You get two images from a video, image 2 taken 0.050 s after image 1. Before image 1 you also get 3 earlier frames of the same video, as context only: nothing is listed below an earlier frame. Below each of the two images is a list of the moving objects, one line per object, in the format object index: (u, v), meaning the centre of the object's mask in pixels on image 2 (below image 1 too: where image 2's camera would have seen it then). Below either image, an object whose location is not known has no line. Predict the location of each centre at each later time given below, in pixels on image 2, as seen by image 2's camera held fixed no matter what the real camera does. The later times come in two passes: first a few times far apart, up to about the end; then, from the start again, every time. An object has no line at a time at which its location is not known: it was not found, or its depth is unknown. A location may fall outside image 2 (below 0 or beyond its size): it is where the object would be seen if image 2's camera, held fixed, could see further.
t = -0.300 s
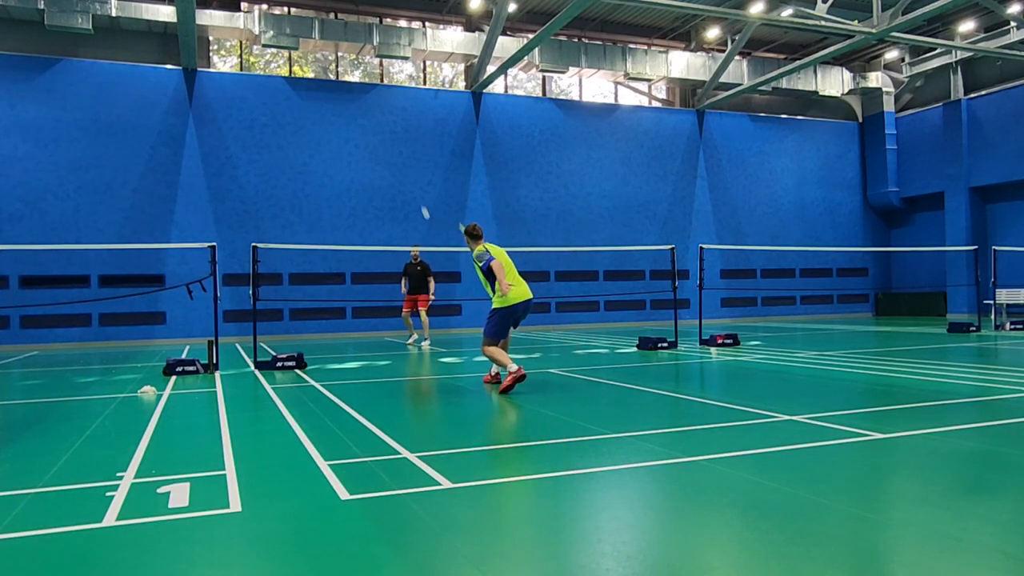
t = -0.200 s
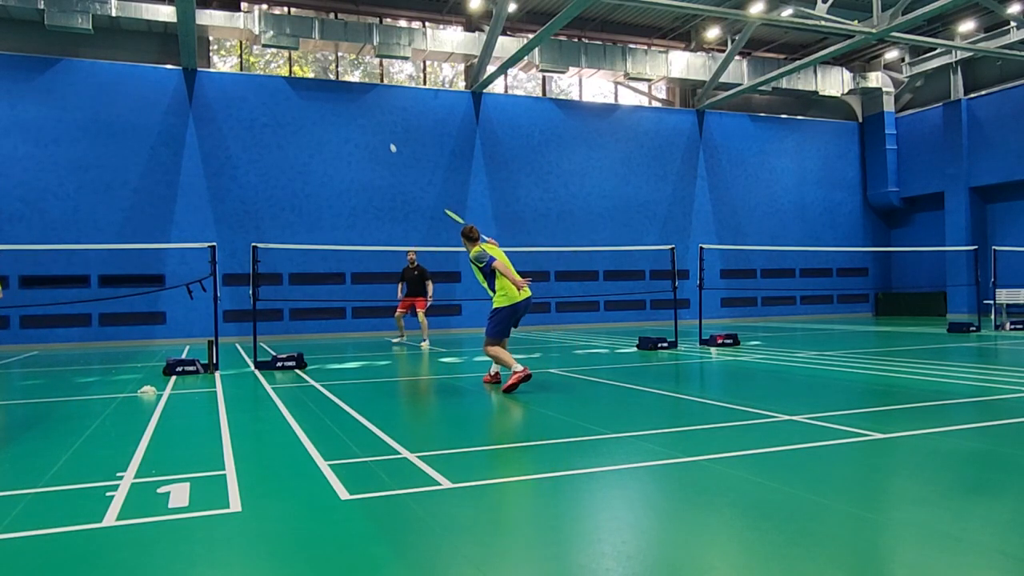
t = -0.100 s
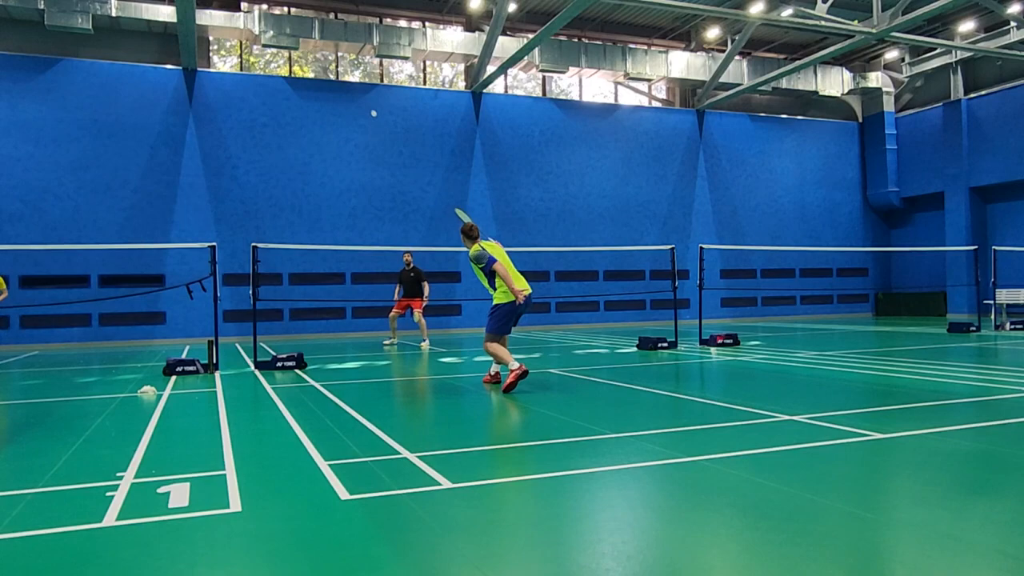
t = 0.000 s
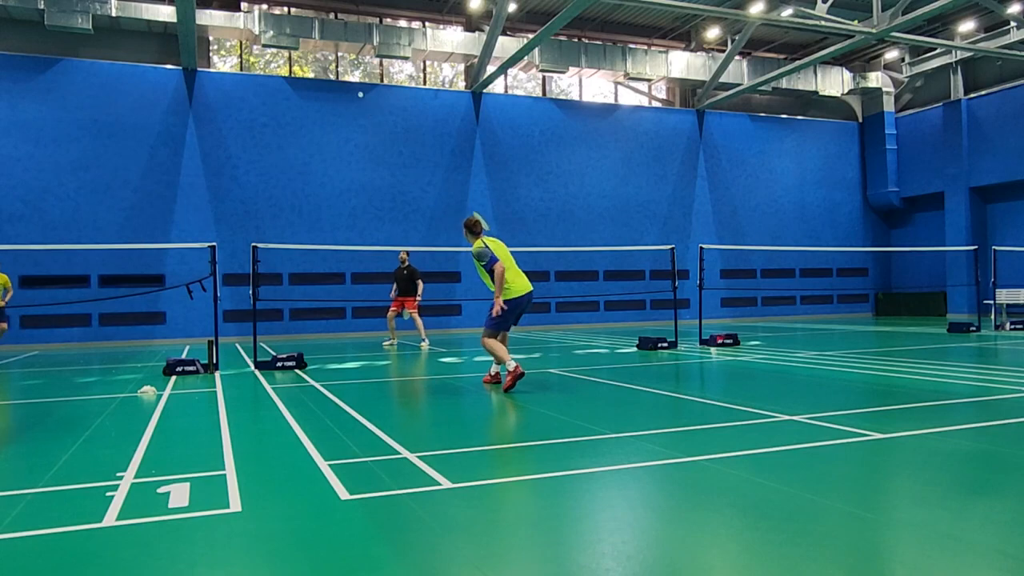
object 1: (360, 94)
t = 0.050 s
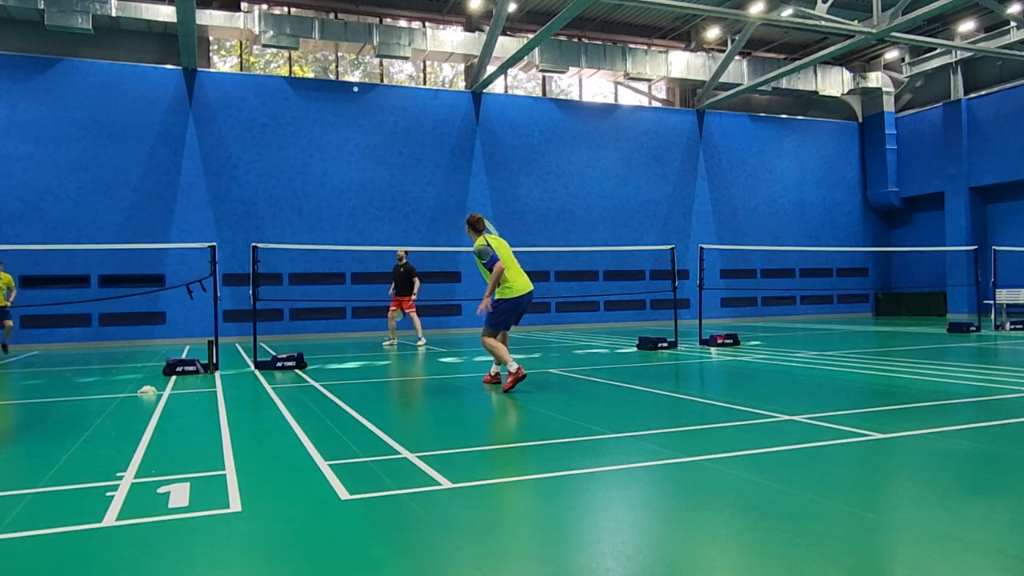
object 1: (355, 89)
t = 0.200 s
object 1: (342, 84)
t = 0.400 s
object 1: (332, 95)
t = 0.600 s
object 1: (326, 123)
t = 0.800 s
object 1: (323, 163)
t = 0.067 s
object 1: (354, 88)
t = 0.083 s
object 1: (352, 86)
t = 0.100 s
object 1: (350, 85)
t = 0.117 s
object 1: (349, 85)
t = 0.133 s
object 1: (348, 84)
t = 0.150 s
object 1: (346, 84)
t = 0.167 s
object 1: (345, 84)
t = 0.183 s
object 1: (344, 84)
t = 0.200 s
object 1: (342, 84)
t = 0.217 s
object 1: (342, 84)
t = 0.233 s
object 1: (341, 84)
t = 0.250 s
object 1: (340, 85)
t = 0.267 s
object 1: (339, 85)
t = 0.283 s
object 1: (338, 86)
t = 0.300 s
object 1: (337, 86)
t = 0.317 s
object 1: (336, 88)
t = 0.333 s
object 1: (336, 89)
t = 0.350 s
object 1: (335, 90)
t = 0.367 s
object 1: (334, 92)
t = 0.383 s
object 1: (333, 93)
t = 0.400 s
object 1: (332, 95)
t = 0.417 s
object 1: (332, 97)
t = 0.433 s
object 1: (331, 99)
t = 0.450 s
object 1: (330, 101)
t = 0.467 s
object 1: (330, 103)
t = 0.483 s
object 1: (329, 105)
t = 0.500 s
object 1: (329, 107)
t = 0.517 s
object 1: (329, 110)
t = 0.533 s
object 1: (328, 112)
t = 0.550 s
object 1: (327, 114)
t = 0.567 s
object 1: (327, 117)
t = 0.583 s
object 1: (326, 120)
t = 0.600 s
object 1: (326, 123)
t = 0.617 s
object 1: (326, 126)
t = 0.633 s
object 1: (325, 128)
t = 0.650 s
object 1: (325, 132)
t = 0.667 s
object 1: (325, 135)
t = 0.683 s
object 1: (324, 138)
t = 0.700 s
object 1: (324, 141)
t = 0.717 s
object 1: (324, 145)
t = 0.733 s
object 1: (323, 148)
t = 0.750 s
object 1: (323, 152)
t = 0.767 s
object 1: (323, 155)
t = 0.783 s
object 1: (323, 159)
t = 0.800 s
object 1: (323, 163)
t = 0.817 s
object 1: (323, 166)
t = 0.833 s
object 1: (323, 170)
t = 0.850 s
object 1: (322, 174)
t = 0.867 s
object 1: (322, 178)
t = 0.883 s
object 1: (322, 182)
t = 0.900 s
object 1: (322, 186)
